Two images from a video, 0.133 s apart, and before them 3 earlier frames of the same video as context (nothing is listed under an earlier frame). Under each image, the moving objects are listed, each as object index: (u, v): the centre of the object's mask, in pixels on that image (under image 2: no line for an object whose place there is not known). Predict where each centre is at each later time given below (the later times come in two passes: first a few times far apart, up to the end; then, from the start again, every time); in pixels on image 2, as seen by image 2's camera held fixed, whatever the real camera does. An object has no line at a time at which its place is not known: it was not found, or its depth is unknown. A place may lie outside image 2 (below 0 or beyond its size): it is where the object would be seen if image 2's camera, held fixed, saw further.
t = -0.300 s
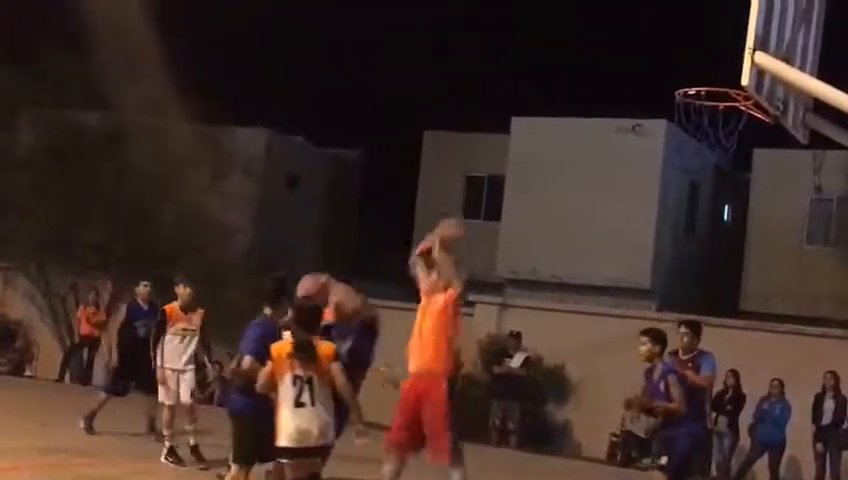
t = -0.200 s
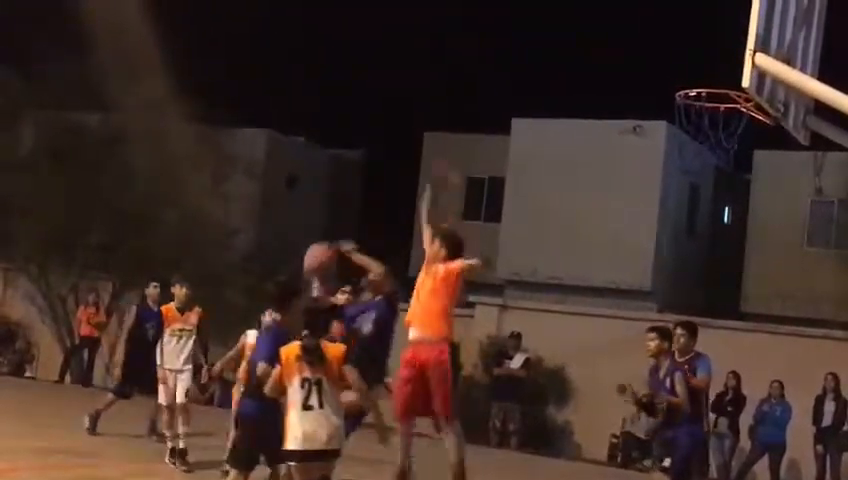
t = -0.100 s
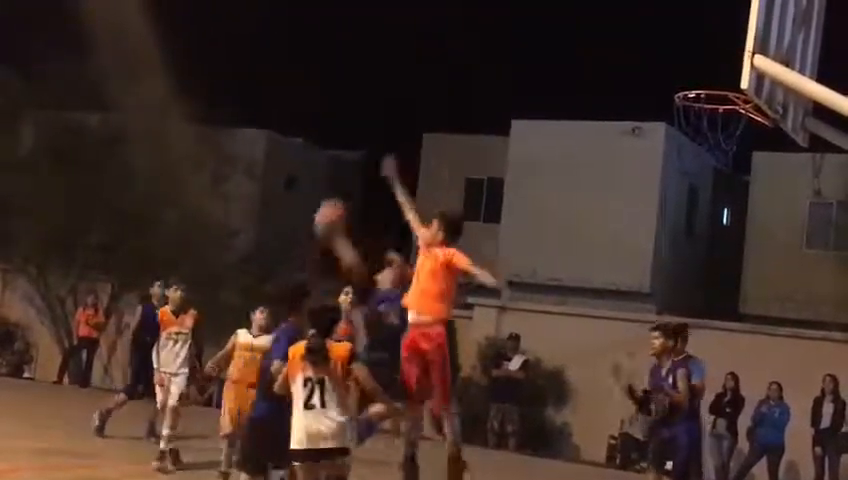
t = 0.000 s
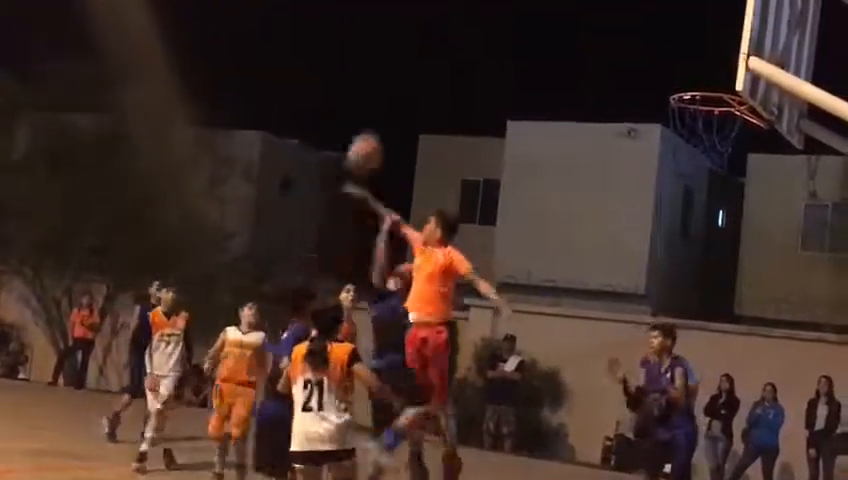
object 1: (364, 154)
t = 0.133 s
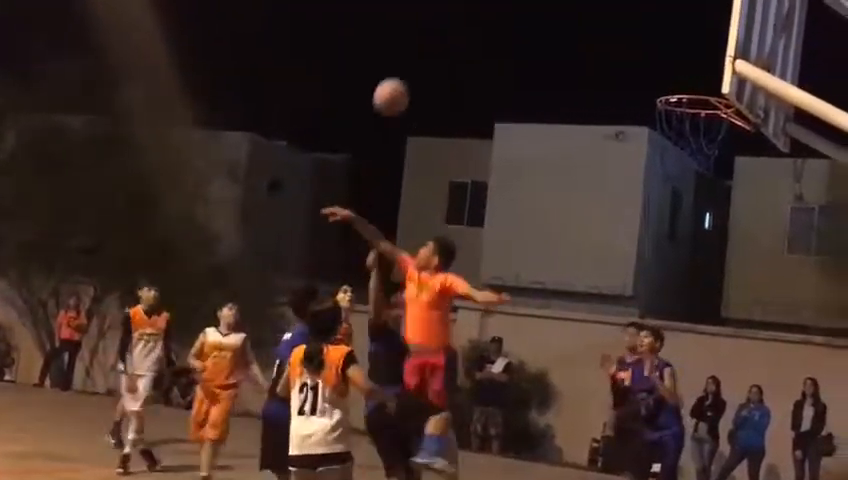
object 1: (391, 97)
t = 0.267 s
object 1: (428, 62)
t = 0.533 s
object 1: (501, 69)
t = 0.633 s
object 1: (528, 100)
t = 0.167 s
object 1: (401, 86)
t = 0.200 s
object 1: (410, 76)
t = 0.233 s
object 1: (419, 68)
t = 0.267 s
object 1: (428, 62)
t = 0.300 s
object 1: (437, 57)
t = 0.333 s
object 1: (446, 54)
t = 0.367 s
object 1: (455, 52)
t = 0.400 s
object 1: (464, 52)
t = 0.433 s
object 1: (474, 54)
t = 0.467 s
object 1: (483, 57)
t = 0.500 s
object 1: (492, 62)
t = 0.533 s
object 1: (501, 69)
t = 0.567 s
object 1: (510, 78)
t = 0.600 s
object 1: (520, 88)
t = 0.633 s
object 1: (528, 100)
